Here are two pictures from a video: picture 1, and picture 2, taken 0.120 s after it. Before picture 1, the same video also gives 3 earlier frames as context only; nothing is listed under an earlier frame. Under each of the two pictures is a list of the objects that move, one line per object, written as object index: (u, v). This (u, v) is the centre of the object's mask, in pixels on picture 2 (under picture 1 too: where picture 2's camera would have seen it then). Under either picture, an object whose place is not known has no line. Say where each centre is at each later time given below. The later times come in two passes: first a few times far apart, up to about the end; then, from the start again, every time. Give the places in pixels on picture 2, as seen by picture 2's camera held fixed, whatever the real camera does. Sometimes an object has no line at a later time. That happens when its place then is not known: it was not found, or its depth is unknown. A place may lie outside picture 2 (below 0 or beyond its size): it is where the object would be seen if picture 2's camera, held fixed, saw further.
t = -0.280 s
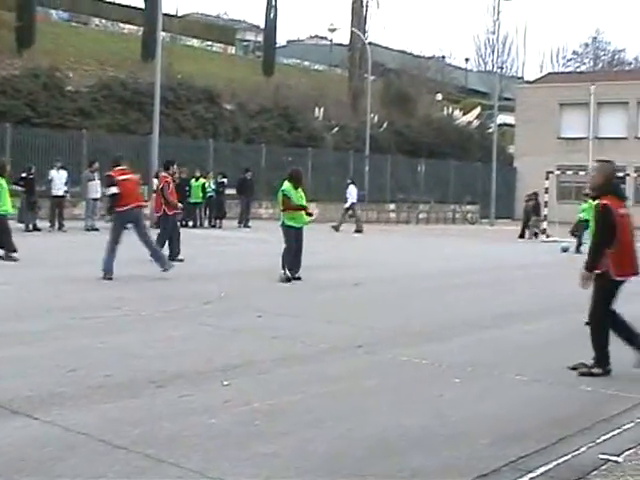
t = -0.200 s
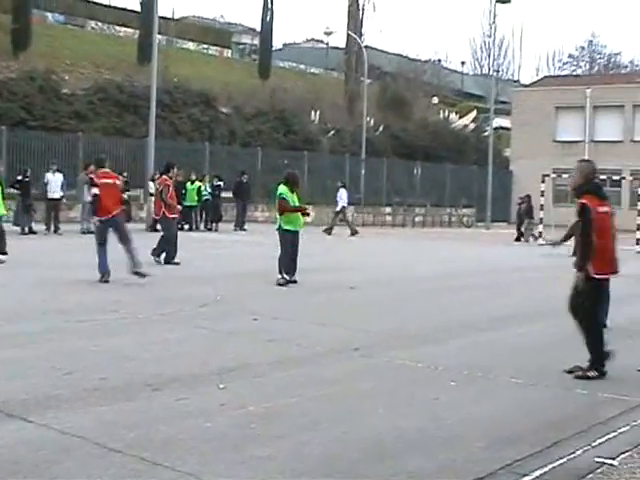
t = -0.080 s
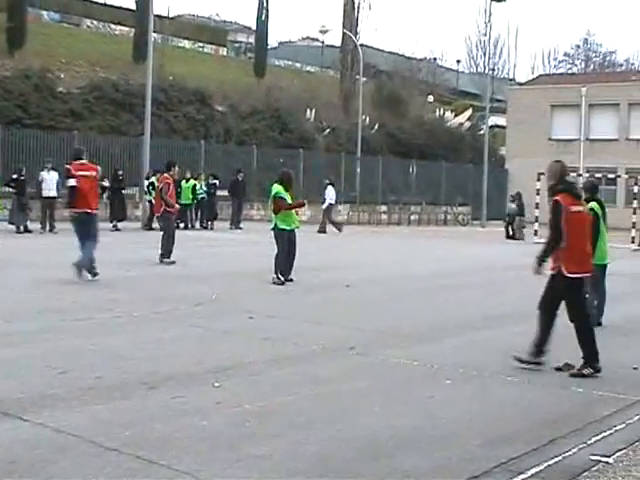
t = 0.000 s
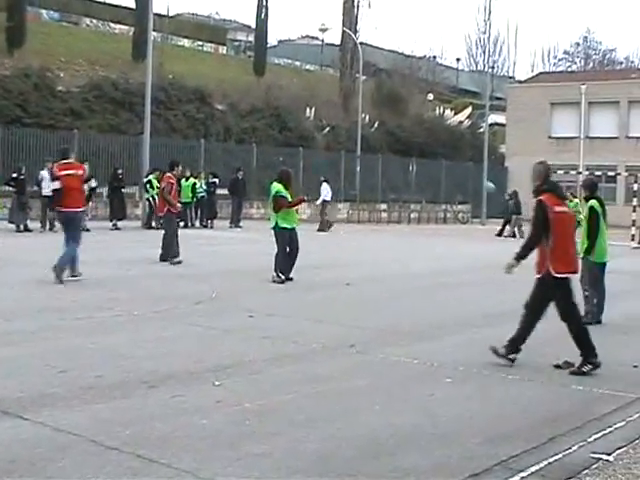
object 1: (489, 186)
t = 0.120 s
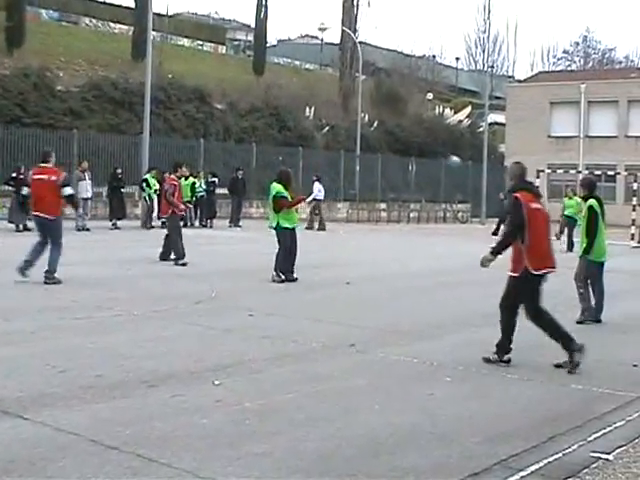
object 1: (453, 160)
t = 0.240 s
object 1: (417, 139)
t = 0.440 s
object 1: (353, 114)
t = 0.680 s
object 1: (264, 115)
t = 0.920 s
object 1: (153, 165)
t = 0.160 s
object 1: (442, 153)
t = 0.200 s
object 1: (429, 146)
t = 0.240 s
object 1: (417, 139)
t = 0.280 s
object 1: (405, 132)
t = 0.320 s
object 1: (393, 127)
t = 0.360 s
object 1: (379, 123)
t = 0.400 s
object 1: (368, 119)
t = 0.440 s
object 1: (353, 114)
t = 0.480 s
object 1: (339, 113)
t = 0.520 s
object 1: (325, 111)
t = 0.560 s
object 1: (311, 110)
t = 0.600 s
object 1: (296, 112)
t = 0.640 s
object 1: (280, 113)
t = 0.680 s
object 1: (264, 115)
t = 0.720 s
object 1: (247, 119)
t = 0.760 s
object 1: (229, 126)
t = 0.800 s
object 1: (212, 132)
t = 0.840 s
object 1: (193, 142)
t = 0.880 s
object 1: (173, 153)
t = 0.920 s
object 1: (153, 165)
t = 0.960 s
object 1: (131, 184)
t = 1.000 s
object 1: (109, 202)
